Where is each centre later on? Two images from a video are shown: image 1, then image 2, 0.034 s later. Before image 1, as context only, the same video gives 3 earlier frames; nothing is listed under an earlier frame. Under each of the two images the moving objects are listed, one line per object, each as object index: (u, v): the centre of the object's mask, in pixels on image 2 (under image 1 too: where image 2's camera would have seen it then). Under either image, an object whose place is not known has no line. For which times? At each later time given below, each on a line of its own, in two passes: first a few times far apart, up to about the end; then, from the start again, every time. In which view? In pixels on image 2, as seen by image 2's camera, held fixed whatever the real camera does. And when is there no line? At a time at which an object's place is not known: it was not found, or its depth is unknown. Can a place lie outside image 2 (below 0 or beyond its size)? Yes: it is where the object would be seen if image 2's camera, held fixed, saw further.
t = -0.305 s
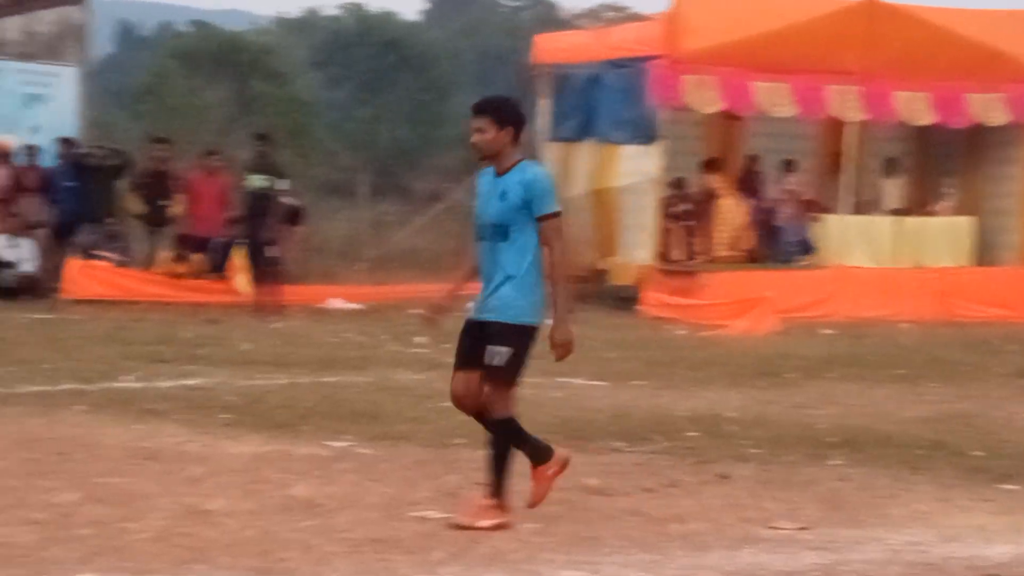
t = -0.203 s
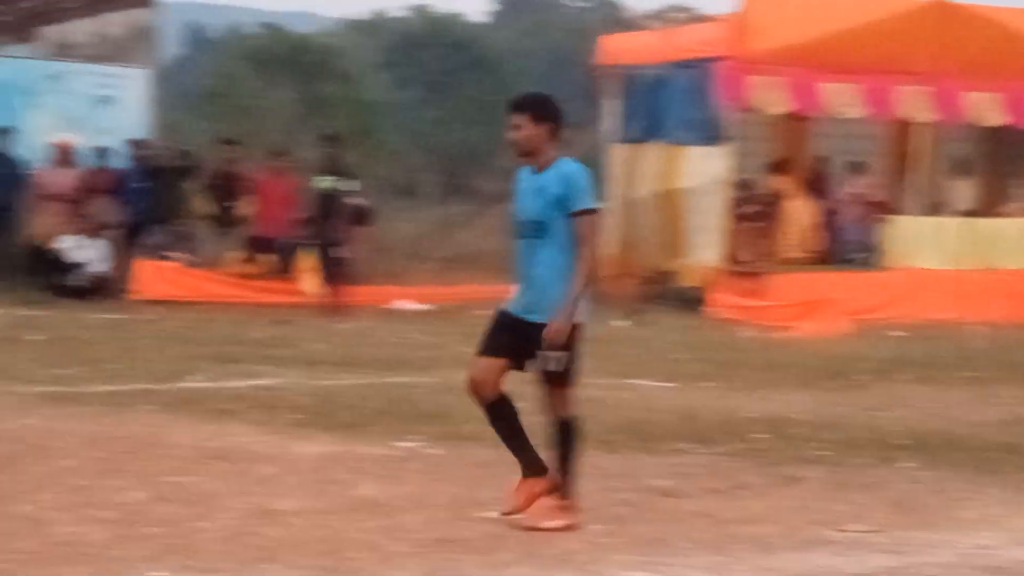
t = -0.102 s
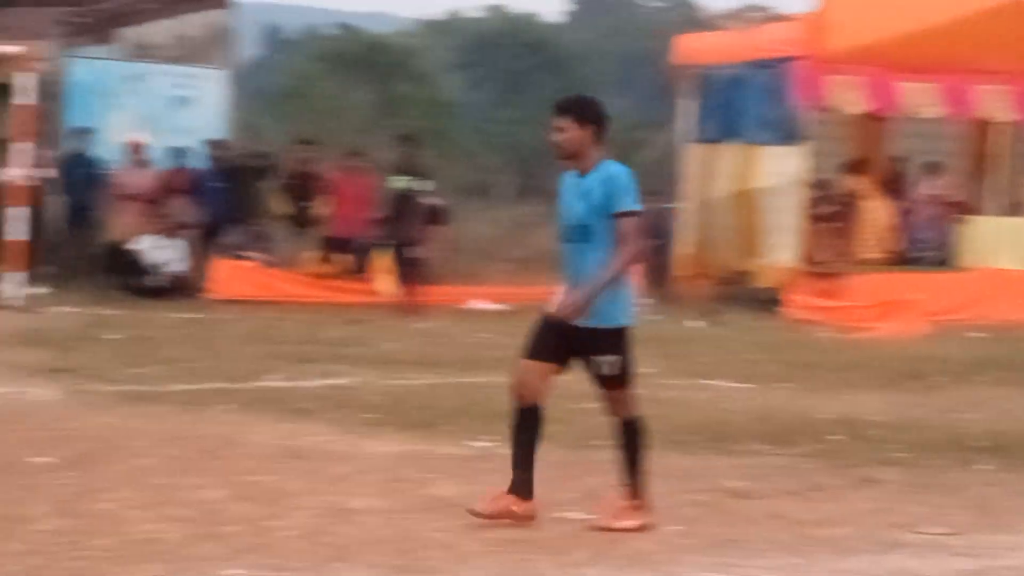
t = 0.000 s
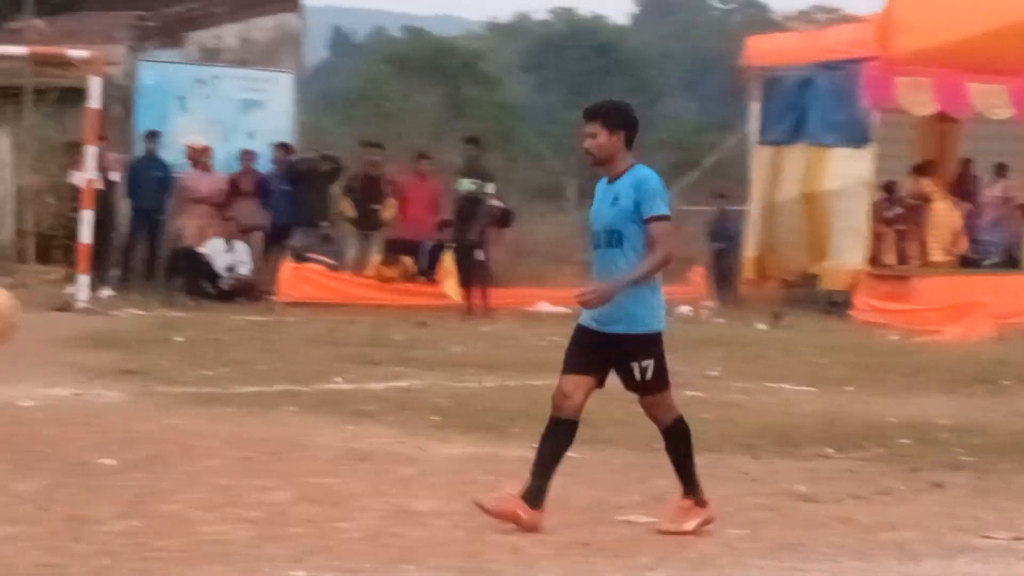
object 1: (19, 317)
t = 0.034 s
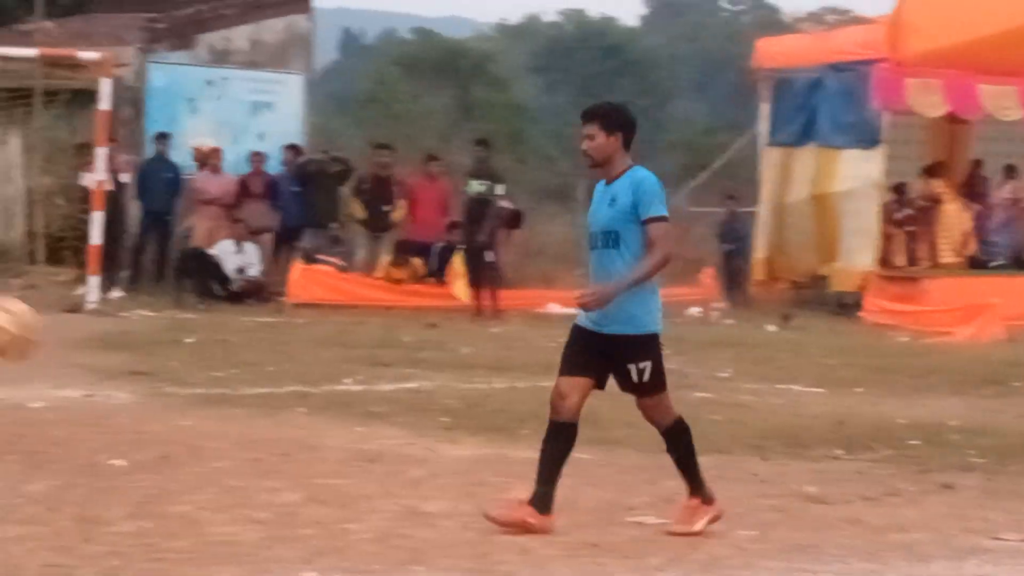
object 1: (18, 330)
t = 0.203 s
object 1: (56, 437)
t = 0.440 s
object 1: (112, 427)
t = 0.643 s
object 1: (145, 386)
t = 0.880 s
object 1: (184, 471)
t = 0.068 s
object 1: (17, 343)
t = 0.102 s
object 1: (27, 364)
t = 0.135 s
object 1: (37, 385)
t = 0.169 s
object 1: (46, 411)
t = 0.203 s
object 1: (56, 437)
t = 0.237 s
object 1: (65, 468)
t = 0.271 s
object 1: (76, 504)
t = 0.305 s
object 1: (84, 513)
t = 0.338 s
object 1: (92, 488)
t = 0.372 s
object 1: (98, 463)
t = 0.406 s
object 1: (105, 443)
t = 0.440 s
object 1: (112, 427)
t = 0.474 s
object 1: (117, 413)
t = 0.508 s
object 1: (124, 402)
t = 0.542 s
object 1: (128, 393)
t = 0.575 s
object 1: (134, 388)
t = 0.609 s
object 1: (140, 385)
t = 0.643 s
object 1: (145, 386)
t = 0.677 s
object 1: (152, 390)
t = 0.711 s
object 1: (157, 396)
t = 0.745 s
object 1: (161, 404)
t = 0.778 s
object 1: (170, 418)
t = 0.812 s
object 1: (173, 432)
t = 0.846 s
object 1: (179, 450)
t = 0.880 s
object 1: (184, 471)
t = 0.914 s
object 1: (190, 492)
